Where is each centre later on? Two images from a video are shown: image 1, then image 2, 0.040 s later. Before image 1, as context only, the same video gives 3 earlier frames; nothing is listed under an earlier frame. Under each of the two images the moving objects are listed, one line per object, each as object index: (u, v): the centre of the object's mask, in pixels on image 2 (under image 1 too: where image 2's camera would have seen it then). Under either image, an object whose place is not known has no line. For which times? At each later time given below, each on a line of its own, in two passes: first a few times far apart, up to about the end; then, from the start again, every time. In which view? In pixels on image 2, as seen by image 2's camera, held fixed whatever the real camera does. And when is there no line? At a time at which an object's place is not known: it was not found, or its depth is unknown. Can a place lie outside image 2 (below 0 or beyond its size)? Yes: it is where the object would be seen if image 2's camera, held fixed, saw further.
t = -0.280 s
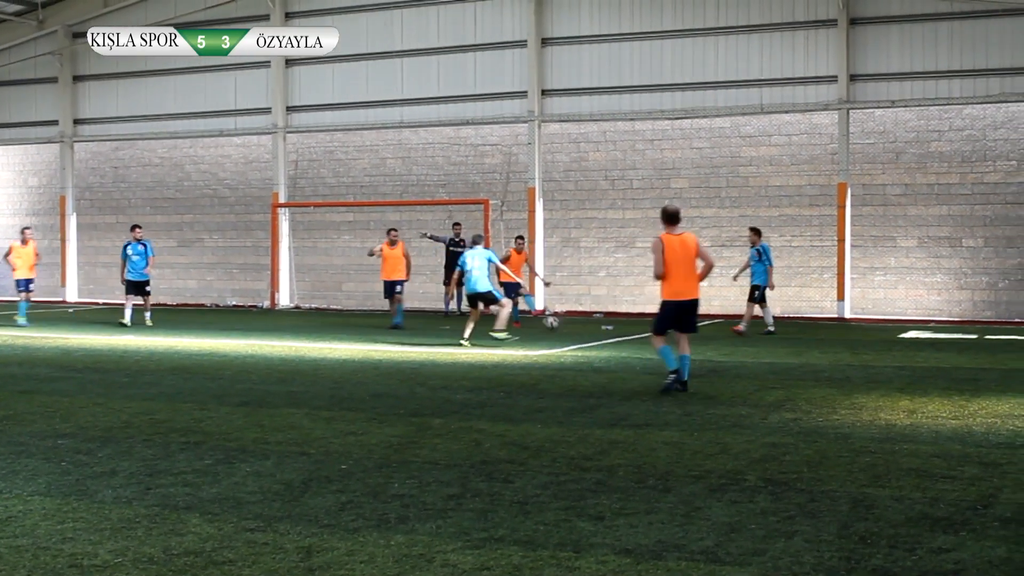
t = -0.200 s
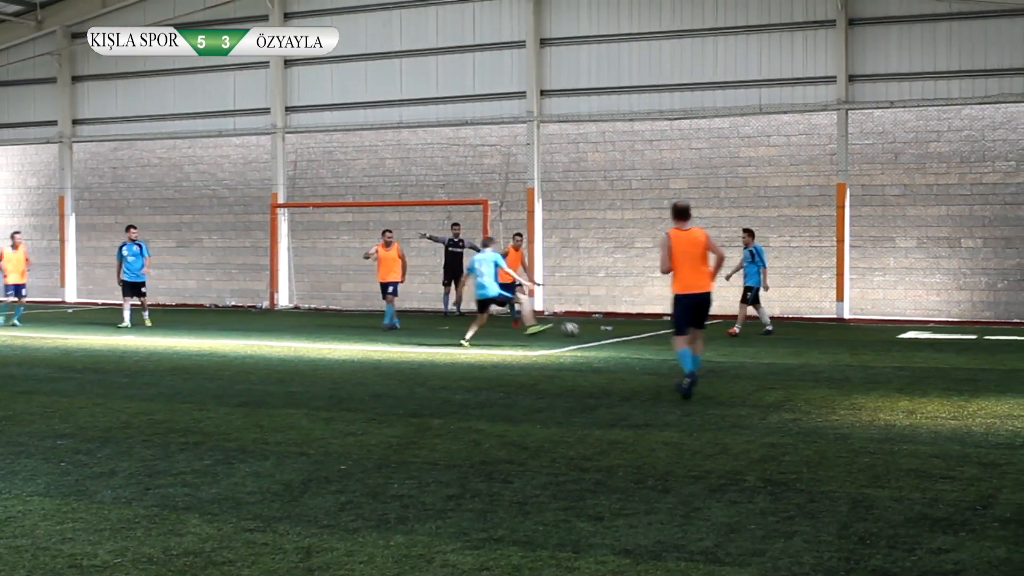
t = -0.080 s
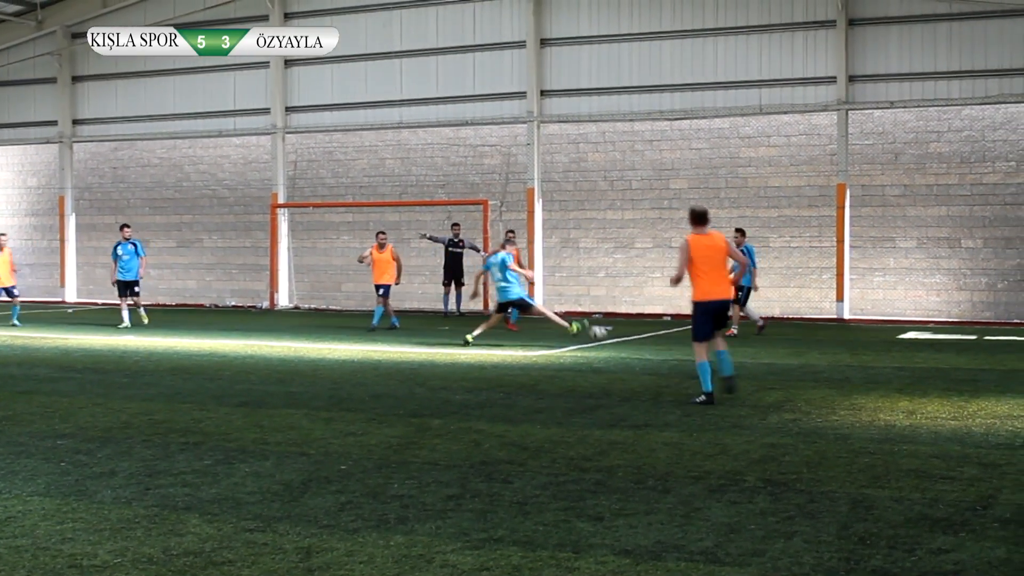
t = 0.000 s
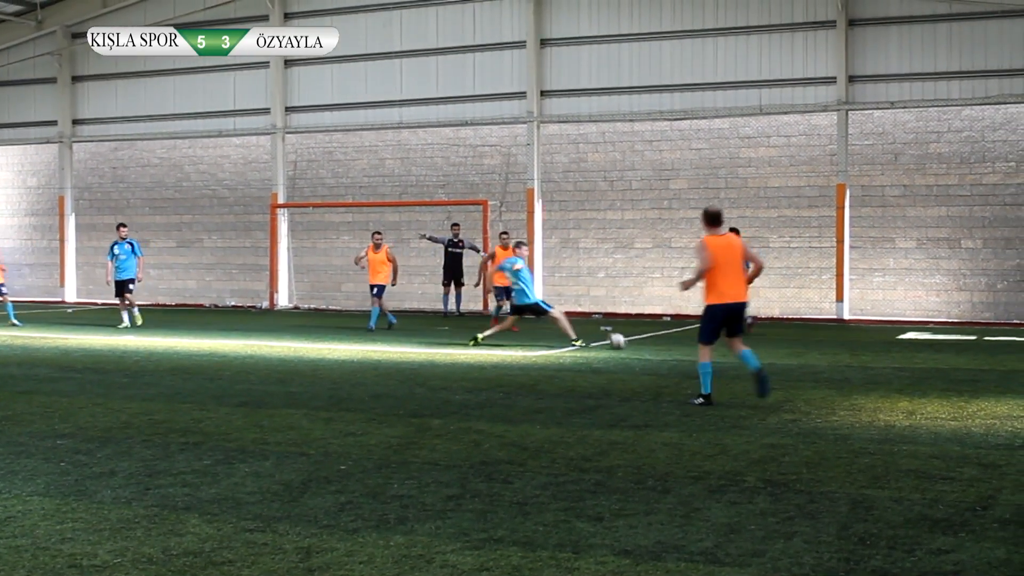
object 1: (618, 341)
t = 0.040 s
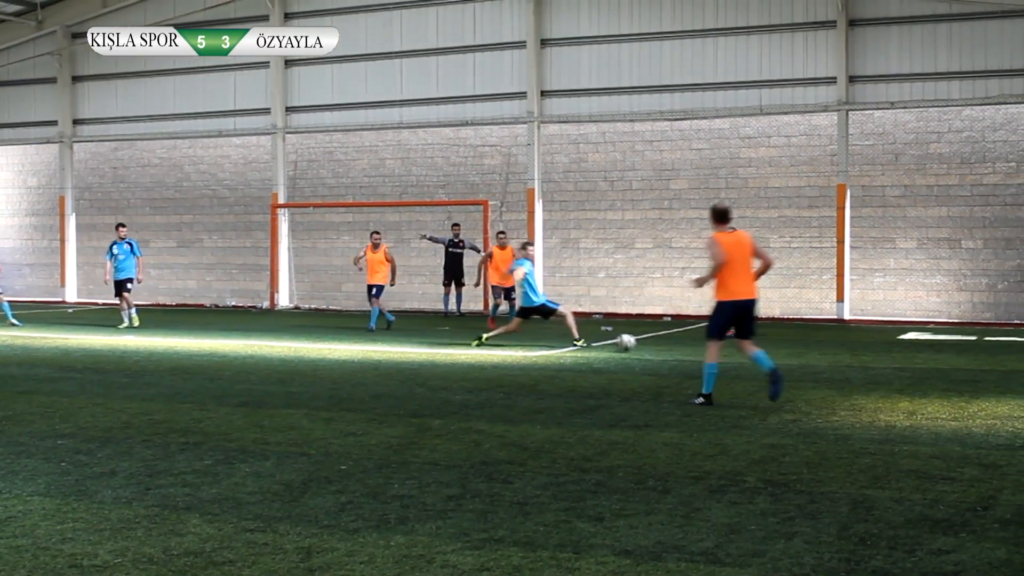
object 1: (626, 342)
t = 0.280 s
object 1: (676, 357)
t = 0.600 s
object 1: (746, 381)
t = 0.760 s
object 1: (790, 394)
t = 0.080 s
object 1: (634, 343)
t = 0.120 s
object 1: (643, 345)
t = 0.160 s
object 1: (651, 349)
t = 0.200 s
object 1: (661, 353)
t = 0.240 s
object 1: (668, 355)
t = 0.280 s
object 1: (676, 357)
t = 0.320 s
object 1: (685, 361)
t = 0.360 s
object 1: (693, 362)
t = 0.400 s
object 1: (701, 364)
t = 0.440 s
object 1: (709, 367)
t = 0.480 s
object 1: (718, 372)
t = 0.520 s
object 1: (727, 374)
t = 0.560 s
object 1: (737, 377)
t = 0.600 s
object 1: (746, 381)
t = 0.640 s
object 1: (757, 383)
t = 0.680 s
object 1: (767, 385)
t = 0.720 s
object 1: (778, 389)
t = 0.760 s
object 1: (790, 394)
